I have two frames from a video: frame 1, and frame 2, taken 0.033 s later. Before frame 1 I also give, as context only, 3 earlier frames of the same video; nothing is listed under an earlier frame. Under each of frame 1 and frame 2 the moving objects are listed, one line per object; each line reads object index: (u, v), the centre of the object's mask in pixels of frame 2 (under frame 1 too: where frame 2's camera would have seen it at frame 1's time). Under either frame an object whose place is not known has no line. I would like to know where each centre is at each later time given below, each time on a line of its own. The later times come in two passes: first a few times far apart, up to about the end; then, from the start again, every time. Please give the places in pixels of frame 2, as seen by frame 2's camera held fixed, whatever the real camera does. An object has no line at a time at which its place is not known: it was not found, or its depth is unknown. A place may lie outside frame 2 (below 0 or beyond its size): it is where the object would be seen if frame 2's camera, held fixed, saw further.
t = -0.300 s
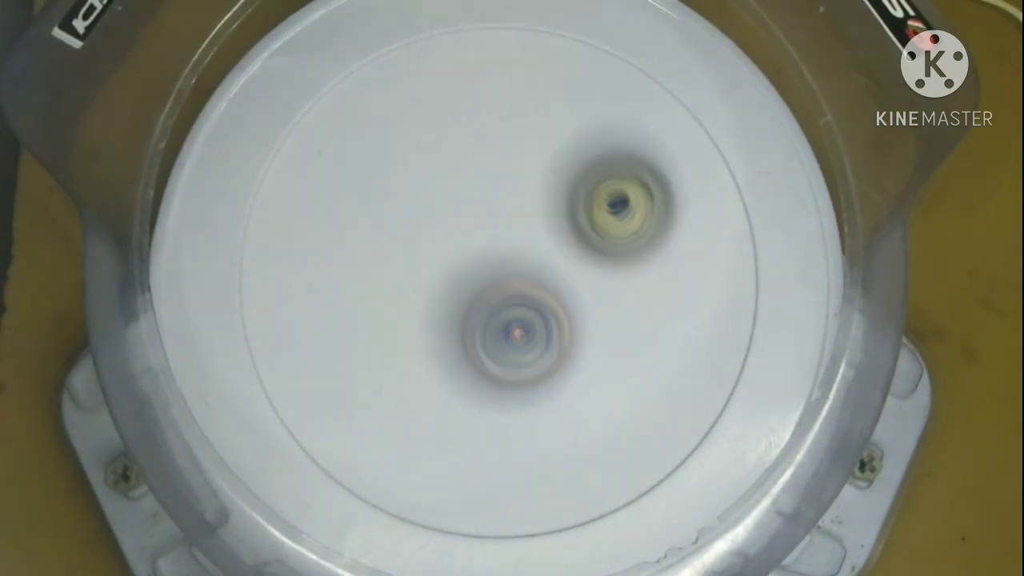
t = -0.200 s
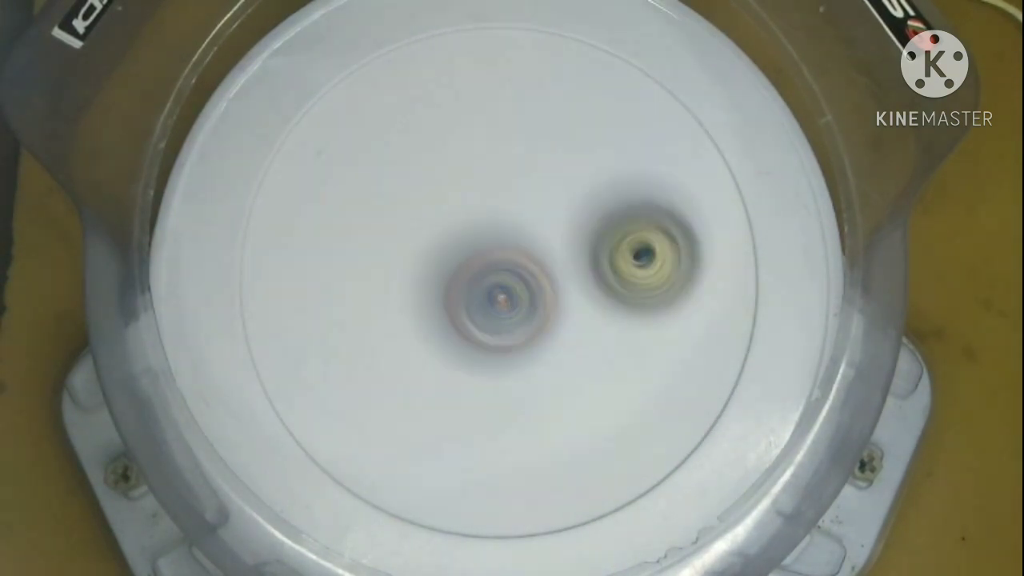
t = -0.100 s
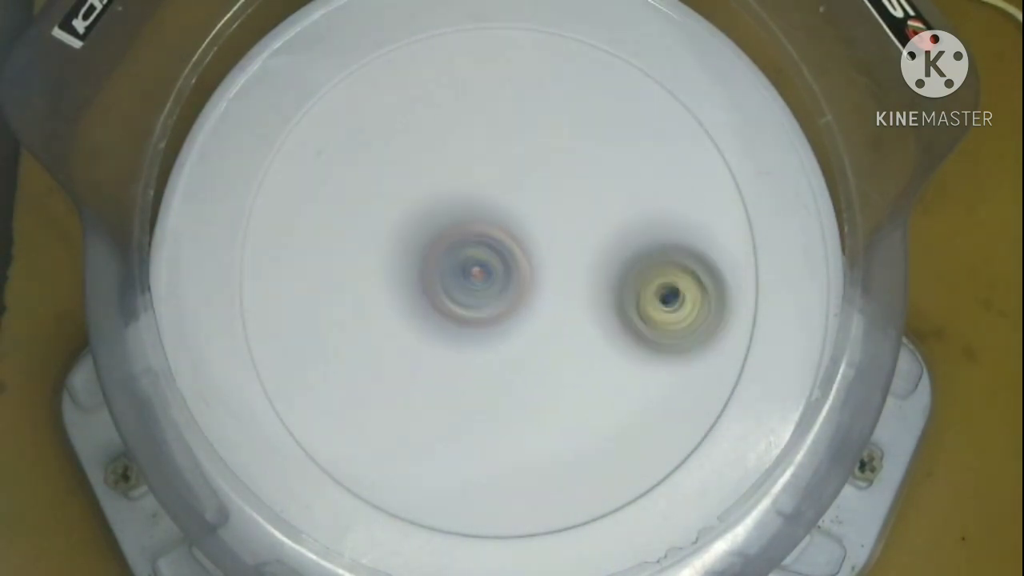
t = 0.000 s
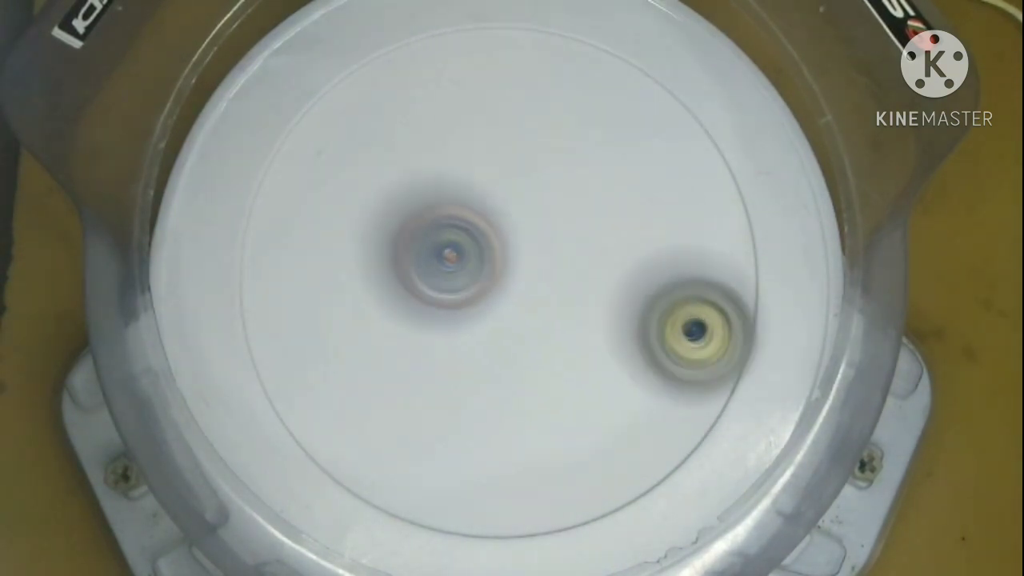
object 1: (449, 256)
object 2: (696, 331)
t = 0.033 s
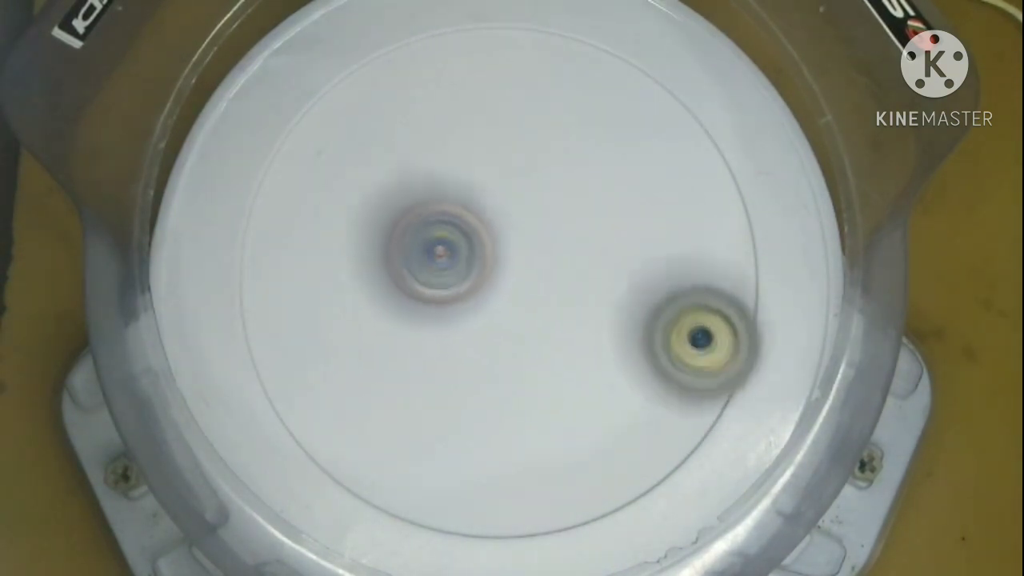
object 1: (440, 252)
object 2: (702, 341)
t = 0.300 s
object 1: (414, 255)
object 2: (645, 357)
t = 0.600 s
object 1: (482, 226)
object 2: (475, 375)
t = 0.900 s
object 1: (525, 188)
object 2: (366, 399)
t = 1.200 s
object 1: (542, 212)
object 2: (382, 299)
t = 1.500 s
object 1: (571, 250)
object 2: (393, 162)
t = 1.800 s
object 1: (556, 281)
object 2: (423, 127)
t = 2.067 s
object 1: (523, 311)
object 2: (537, 164)
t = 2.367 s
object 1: (489, 314)
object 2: (648, 182)
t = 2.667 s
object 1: (458, 280)
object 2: (624, 258)
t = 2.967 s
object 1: (442, 250)
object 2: (576, 372)
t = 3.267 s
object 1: (480, 223)
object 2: (514, 391)
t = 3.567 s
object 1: (528, 211)
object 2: (418, 330)
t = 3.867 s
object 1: (551, 217)
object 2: (370, 266)
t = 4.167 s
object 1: (555, 262)
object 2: (421, 195)
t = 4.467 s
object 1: (542, 296)
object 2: (499, 153)
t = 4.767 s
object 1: (501, 308)
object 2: (572, 171)
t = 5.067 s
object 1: (469, 295)
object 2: (607, 241)
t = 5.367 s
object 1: (453, 256)
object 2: (593, 319)
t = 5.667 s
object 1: (471, 227)
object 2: (527, 352)
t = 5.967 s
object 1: (514, 224)
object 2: (440, 334)
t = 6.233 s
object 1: (556, 228)
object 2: (418, 296)
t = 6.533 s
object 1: (560, 252)
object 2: (434, 218)
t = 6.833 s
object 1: (526, 289)
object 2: (483, 181)
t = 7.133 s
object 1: (486, 308)
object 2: (549, 193)
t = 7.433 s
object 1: (466, 286)
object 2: (591, 239)
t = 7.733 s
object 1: (462, 236)
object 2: (585, 294)
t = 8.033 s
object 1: (453, 213)
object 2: (568, 318)
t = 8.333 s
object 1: (468, 197)
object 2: (521, 345)
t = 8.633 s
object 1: (516, 213)
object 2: (477, 327)
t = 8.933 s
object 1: (562, 237)
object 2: (450, 285)
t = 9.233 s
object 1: (575, 271)
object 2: (420, 230)
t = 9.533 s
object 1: (534, 304)
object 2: (426, 202)
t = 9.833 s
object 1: (486, 298)
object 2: (438, 142)
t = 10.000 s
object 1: (474, 273)
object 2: (474, 161)
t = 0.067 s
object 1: (431, 250)
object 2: (705, 347)
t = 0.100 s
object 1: (423, 248)
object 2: (705, 351)
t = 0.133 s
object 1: (416, 249)
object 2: (702, 354)
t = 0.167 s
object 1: (410, 250)
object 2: (695, 356)
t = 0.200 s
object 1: (407, 250)
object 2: (687, 356)
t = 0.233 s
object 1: (407, 252)
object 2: (674, 358)
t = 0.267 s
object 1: (409, 253)
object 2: (661, 358)
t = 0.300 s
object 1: (414, 255)
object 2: (645, 357)
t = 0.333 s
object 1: (421, 258)
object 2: (628, 358)
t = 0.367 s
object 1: (428, 258)
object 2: (608, 358)
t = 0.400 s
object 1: (436, 258)
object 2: (591, 358)
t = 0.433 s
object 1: (444, 254)
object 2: (572, 360)
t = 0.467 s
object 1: (452, 249)
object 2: (551, 362)
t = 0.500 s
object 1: (459, 245)
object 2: (533, 365)
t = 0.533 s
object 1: (468, 237)
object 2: (513, 368)
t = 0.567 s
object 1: (475, 232)
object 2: (493, 371)
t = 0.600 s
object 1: (482, 226)
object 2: (475, 375)
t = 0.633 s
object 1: (487, 222)
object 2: (458, 379)
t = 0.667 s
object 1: (491, 217)
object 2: (441, 383)
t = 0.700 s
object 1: (496, 213)
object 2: (426, 388)
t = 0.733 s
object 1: (504, 210)
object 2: (412, 392)
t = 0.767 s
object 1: (509, 206)
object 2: (398, 395)
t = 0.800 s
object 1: (514, 201)
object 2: (387, 399)
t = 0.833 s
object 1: (519, 196)
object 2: (378, 401)
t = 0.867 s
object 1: (522, 192)
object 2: (371, 401)
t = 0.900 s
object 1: (525, 188)
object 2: (366, 399)
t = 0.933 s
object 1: (527, 186)
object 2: (365, 395)
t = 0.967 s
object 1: (527, 186)
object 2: (365, 388)
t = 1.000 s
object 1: (529, 188)
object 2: (366, 380)
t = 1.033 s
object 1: (530, 191)
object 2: (368, 370)
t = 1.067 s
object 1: (530, 195)
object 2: (371, 358)
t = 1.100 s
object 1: (531, 199)
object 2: (374, 346)
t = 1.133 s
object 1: (534, 202)
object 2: (377, 332)
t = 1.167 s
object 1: (538, 207)
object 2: (380, 317)
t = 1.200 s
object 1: (542, 212)
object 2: (382, 299)
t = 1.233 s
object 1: (546, 216)
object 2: (384, 283)
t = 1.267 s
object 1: (550, 221)
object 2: (386, 266)
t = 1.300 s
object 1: (554, 225)
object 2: (388, 250)
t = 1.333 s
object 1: (558, 230)
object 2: (389, 235)
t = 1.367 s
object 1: (561, 235)
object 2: (390, 220)
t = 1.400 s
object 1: (564, 239)
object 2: (391, 204)
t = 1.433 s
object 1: (568, 242)
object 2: (391, 190)
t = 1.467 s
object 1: (570, 246)
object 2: (393, 175)
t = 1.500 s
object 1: (571, 250)
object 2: (393, 162)
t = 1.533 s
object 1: (571, 254)
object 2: (393, 150)
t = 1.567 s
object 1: (571, 258)
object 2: (393, 140)
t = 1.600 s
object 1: (569, 260)
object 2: (394, 133)
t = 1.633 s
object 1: (568, 263)
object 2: (395, 126)
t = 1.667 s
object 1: (566, 267)
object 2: (398, 122)
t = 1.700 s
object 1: (565, 270)
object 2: (401, 120)
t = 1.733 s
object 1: (562, 273)
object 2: (406, 121)
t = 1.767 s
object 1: (559, 276)
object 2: (414, 123)
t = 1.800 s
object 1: (556, 281)
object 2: (423, 127)
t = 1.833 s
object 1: (552, 284)
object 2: (435, 132)
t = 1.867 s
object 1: (548, 289)
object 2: (450, 134)
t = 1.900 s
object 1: (544, 294)
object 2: (461, 140)
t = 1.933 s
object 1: (539, 297)
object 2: (475, 145)
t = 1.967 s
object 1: (535, 301)
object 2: (489, 151)
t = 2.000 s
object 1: (531, 304)
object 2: (507, 156)
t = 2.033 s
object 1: (527, 308)
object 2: (522, 161)
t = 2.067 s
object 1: (523, 311)
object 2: (537, 164)
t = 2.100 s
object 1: (518, 313)
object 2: (555, 168)
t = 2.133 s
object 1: (514, 316)
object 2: (569, 170)
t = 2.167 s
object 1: (510, 318)
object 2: (584, 171)
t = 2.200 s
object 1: (506, 318)
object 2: (598, 174)
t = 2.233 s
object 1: (502, 318)
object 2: (612, 176)
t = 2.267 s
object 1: (499, 318)
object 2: (623, 177)
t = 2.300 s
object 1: (496, 318)
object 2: (633, 179)
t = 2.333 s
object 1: (492, 316)
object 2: (642, 180)
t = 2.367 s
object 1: (489, 314)
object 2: (648, 182)
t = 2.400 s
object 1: (485, 312)
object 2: (651, 186)
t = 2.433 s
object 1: (481, 309)
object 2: (653, 191)
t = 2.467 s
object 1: (479, 305)
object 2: (651, 197)
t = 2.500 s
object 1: (475, 302)
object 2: (648, 204)
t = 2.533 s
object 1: (472, 298)
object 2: (644, 213)
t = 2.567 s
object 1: (468, 294)
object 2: (640, 223)
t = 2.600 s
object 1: (465, 290)
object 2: (635, 234)
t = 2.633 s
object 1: (461, 285)
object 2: (629, 246)
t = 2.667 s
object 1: (458, 280)
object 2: (624, 258)
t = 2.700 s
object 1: (455, 275)
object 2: (618, 270)
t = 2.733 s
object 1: (452, 272)
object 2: (613, 284)
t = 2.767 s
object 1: (449, 268)
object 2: (607, 297)
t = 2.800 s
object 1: (445, 264)
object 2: (601, 310)
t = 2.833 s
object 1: (443, 260)
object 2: (596, 324)
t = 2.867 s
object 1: (441, 257)
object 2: (590, 336)
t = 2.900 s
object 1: (440, 254)
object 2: (585, 349)
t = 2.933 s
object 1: (440, 252)
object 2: (580, 361)
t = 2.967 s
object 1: (442, 250)
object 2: (576, 372)
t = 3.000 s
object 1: (445, 248)
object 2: (571, 380)
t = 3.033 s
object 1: (448, 247)
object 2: (566, 388)
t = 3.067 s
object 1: (452, 243)
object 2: (560, 394)
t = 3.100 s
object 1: (456, 241)
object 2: (554, 398)
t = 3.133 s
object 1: (461, 237)
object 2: (547, 400)
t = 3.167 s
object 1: (466, 234)
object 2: (540, 400)
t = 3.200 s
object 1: (471, 231)
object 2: (532, 398)
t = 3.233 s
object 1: (476, 227)
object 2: (523, 395)
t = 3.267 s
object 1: (480, 223)
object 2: (514, 391)
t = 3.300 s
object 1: (484, 221)
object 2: (504, 384)
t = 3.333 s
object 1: (488, 219)
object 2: (493, 378)
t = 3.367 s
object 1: (493, 218)
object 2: (483, 371)
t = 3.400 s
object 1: (499, 217)
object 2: (472, 365)
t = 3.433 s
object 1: (505, 217)
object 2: (461, 358)
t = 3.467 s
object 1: (511, 216)
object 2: (450, 351)
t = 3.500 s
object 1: (518, 215)
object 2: (440, 343)
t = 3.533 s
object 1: (523, 213)
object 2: (429, 336)
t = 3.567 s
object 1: (528, 211)
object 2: (418, 330)
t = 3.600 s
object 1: (533, 210)
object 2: (408, 323)
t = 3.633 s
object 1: (538, 209)
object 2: (400, 316)
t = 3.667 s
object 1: (541, 208)
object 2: (392, 309)
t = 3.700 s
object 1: (544, 208)
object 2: (384, 302)
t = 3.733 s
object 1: (547, 208)
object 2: (380, 294)
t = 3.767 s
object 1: (548, 209)
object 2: (374, 287)
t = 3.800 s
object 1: (548, 211)
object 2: (371, 280)
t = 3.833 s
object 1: (550, 214)
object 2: (370, 273)
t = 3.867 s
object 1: (551, 217)
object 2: (370, 266)
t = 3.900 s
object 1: (552, 221)
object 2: (372, 259)
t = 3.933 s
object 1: (553, 226)
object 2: (375, 251)
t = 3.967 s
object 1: (554, 231)
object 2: (380, 244)
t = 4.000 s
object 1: (554, 236)
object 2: (385, 237)
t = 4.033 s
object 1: (555, 241)
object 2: (391, 230)
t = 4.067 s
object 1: (555, 247)
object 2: (400, 220)
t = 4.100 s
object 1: (556, 252)
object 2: (406, 213)
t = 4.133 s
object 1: (555, 257)
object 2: (414, 204)
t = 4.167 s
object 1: (555, 262)
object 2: (421, 195)
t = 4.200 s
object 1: (555, 268)
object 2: (429, 187)
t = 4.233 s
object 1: (555, 272)
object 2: (436, 179)
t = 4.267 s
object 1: (554, 276)
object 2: (443, 173)
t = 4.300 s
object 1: (553, 280)
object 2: (452, 168)
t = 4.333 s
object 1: (552, 284)
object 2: (461, 164)
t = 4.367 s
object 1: (550, 288)
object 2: (470, 161)
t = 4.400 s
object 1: (548, 291)
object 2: (479, 157)
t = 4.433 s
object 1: (545, 294)
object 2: (488, 155)
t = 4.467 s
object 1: (542, 296)
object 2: (499, 153)
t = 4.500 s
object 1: (539, 298)
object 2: (508, 152)
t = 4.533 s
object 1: (535, 301)
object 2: (517, 152)
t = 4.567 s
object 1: (531, 302)
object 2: (526, 152)
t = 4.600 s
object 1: (527, 304)
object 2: (535, 153)
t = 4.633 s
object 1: (523, 305)
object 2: (542, 155)
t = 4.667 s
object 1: (517, 307)
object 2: (550, 159)
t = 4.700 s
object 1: (512, 308)
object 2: (558, 162)
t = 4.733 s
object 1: (506, 308)
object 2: (566, 166)
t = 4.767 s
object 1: (501, 308)
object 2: (572, 171)
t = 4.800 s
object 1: (496, 308)
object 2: (579, 176)
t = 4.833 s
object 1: (492, 308)
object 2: (585, 183)
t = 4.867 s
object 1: (489, 308)
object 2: (589, 190)
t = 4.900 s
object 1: (484, 307)
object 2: (594, 198)
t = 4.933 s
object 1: (481, 305)
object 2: (597, 205)
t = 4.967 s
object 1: (478, 303)
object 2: (600, 214)
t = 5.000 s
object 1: (474, 301)
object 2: (603, 223)
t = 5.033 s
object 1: (471, 298)
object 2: (605, 231)
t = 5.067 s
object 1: (469, 295)
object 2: (607, 241)
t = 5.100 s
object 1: (467, 291)
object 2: (607, 251)
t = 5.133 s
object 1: (464, 287)
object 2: (608, 260)
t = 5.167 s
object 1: (462, 283)
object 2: (608, 269)
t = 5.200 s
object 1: (460, 278)
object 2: (607, 278)
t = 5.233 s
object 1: (458, 273)
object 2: (606, 287)
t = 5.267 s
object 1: (456, 269)
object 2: (604, 296)
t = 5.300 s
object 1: (455, 264)
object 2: (601, 304)
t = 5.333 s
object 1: (454, 260)
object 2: (597, 312)
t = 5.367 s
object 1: (453, 256)
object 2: (593, 319)
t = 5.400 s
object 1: (453, 252)
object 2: (587, 325)
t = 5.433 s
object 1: (453, 249)
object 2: (581, 331)
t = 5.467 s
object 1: (453, 245)
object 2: (575, 336)
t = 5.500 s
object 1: (455, 241)
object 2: (569, 341)
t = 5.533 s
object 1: (458, 238)
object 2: (562, 345)
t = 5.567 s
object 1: (461, 235)
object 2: (554, 348)
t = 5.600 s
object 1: (464, 232)
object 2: (545, 350)
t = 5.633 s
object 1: (468, 230)
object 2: (536, 351)
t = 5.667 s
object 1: (471, 227)
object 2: (527, 352)
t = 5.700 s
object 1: (475, 225)
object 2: (517, 351)
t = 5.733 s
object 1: (478, 223)
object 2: (508, 351)
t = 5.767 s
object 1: (481, 221)
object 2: (498, 350)
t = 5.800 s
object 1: (485, 220)
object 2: (488, 347)
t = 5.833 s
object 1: (489, 220)
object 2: (477, 347)
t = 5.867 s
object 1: (494, 224)
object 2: (467, 344)
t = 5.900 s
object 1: (500, 222)
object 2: (458, 341)
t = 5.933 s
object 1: (507, 222)
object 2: (448, 339)
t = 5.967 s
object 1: (514, 224)
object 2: (440, 334)
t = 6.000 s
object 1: (521, 224)
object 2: (431, 333)
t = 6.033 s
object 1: (527, 225)
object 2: (426, 328)
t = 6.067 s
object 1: (532, 225)
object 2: (420, 328)
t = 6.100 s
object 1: (539, 226)
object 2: (417, 324)
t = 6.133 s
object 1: (544, 226)
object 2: (416, 317)
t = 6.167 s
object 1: (548, 227)
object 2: (416, 313)
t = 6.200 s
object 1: (552, 228)
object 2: (417, 305)
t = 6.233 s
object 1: (556, 228)
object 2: (418, 296)
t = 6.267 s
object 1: (560, 230)
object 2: (419, 288)
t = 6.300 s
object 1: (563, 232)
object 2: (420, 280)
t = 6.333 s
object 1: (565, 234)
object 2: (423, 271)
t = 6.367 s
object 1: (566, 235)
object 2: (424, 261)
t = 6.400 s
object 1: (566, 238)
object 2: (425, 251)
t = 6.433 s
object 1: (566, 242)
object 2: (426, 242)
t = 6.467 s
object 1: (565, 245)
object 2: (429, 234)
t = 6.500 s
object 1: (564, 247)
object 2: (432, 225)
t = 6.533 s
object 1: (560, 252)
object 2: (434, 218)
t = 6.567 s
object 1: (558, 257)
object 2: (437, 211)
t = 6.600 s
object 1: (556, 259)
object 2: (441, 206)
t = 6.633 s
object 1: (552, 263)
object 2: (446, 199)
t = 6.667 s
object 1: (548, 268)
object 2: (452, 194)
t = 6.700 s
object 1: (543, 273)
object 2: (458, 190)
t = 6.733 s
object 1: (541, 276)
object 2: (463, 186)
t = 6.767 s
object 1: (537, 280)
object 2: (469, 184)
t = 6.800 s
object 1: (531, 284)
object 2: (478, 182)
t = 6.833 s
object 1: (526, 289)
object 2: (483, 181)
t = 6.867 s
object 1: (522, 292)
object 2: (490, 181)
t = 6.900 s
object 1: (519, 294)
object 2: (497, 181)
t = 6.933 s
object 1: (513, 297)
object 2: (505, 181)
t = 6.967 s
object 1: (507, 301)
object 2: (512, 182)
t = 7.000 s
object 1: (502, 302)
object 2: (519, 184)
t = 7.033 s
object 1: (498, 304)
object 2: (527, 186)
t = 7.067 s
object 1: (492, 305)
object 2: (535, 187)
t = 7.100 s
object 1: (488, 307)
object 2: (542, 190)
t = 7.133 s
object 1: (486, 308)
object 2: (549, 193)
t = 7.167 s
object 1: (483, 308)
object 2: (555, 197)
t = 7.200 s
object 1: (479, 307)
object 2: (562, 201)
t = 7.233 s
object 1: (477, 306)
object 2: (568, 206)
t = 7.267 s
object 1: (476, 304)
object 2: (573, 211)
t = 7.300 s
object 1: (473, 301)
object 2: (577, 216)
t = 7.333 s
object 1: (471, 299)
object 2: (581, 223)
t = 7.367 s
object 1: (470, 295)
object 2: (584, 228)
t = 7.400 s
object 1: (469, 291)
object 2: (589, 234)
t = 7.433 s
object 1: (466, 286)
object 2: (591, 239)
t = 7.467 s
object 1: (466, 282)
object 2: (592, 244)
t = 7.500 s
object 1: (466, 275)
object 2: (593, 251)
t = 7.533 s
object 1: (465, 270)
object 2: (593, 257)
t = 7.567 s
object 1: (465, 266)
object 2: (592, 263)
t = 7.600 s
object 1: (466, 261)
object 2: (590, 268)
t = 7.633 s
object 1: (466, 255)
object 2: (587, 275)
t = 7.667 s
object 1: (468, 250)
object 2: (583, 281)
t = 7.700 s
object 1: (467, 246)
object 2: (582, 288)
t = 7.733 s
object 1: (462, 236)
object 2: (585, 294)
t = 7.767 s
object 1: (457, 231)
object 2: (588, 302)
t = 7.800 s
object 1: (458, 229)
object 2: (591, 308)
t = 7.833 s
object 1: (454, 223)
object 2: (592, 312)
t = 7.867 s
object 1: (452, 220)
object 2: (591, 315)
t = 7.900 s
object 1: (450, 218)
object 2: (590, 318)
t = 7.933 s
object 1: (449, 215)
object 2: (586, 319)
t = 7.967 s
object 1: (449, 213)
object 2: (582, 318)
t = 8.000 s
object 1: (450, 214)
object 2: (575, 318)
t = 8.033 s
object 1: (453, 213)
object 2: (568, 318)
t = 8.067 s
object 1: (455, 215)
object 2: (560, 317)
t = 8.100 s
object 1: (459, 218)
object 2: (551, 315)
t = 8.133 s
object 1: (464, 221)
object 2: (542, 314)
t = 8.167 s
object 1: (466, 214)
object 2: (538, 322)
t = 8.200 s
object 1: (465, 207)
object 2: (535, 331)
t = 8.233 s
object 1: (466, 204)
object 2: (532, 336)
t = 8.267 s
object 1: (465, 200)
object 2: (528, 341)
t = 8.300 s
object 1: (466, 199)
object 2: (526, 343)
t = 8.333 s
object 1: (468, 197)
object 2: (521, 345)
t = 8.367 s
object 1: (469, 195)
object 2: (517, 346)
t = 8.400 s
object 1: (474, 197)
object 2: (513, 345)
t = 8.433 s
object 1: (478, 197)
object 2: (509, 344)
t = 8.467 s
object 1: (482, 201)
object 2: (505, 340)
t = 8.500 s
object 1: (490, 206)
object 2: (500, 337)
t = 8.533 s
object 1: (495, 208)
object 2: (495, 333)
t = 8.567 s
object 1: (502, 210)
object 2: (490, 330)
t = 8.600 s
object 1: (510, 214)
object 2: (482, 330)
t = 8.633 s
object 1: (516, 213)
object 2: (477, 327)
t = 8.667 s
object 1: (522, 213)
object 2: (471, 325)
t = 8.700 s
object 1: (531, 214)
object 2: (466, 324)
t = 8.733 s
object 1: (535, 215)
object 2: (463, 319)
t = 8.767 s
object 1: (541, 219)
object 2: (459, 316)
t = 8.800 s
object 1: (547, 220)
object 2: (457, 311)
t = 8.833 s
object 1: (551, 224)
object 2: (454, 304)
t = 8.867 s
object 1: (557, 230)
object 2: (453, 299)
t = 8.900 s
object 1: (560, 232)
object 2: (452, 291)
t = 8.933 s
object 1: (562, 237)
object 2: (450, 285)
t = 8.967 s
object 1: (566, 241)
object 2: (449, 278)
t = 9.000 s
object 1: (567, 245)
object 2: (448, 271)
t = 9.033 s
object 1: (568, 250)
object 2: (447, 263)
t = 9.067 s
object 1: (572, 254)
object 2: (442, 256)
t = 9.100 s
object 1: (573, 258)
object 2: (435, 251)
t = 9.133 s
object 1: (575, 262)
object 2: (432, 243)
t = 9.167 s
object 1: (575, 264)
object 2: (426, 240)
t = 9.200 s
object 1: (575, 269)
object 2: (423, 234)
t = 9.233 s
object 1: (575, 271)
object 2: (420, 230)
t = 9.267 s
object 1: (571, 275)
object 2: (418, 227)
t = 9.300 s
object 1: (570, 278)
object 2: (419, 225)
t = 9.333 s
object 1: (563, 280)
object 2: (419, 223)
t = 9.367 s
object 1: (557, 284)
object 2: (422, 222)
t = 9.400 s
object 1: (552, 283)
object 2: (424, 221)
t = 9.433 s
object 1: (544, 285)
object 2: (428, 223)
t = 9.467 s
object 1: (540, 285)
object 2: (433, 223)
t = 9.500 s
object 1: (532, 291)
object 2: (433, 213)
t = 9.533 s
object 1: (534, 304)
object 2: (426, 202)
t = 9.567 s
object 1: (526, 306)
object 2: (423, 192)
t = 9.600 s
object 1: (522, 309)
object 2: (419, 183)
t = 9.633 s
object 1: (517, 310)
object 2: (418, 174)
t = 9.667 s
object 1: (509, 311)
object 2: (417, 167)
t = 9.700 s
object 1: (504, 309)
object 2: (419, 160)
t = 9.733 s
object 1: (499, 309)
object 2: (421, 153)
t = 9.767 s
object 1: (495, 306)
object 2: (425, 148)
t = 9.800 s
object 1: (488, 303)
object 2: (429, 145)
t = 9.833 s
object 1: (486, 298)
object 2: (438, 142)
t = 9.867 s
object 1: (481, 295)
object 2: (445, 143)
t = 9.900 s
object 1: (479, 290)
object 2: (453, 144)
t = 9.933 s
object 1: (475, 283)
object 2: (459, 149)
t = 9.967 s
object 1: (476, 278)
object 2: (468, 154)
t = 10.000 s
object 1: (474, 273)
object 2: (474, 161)
